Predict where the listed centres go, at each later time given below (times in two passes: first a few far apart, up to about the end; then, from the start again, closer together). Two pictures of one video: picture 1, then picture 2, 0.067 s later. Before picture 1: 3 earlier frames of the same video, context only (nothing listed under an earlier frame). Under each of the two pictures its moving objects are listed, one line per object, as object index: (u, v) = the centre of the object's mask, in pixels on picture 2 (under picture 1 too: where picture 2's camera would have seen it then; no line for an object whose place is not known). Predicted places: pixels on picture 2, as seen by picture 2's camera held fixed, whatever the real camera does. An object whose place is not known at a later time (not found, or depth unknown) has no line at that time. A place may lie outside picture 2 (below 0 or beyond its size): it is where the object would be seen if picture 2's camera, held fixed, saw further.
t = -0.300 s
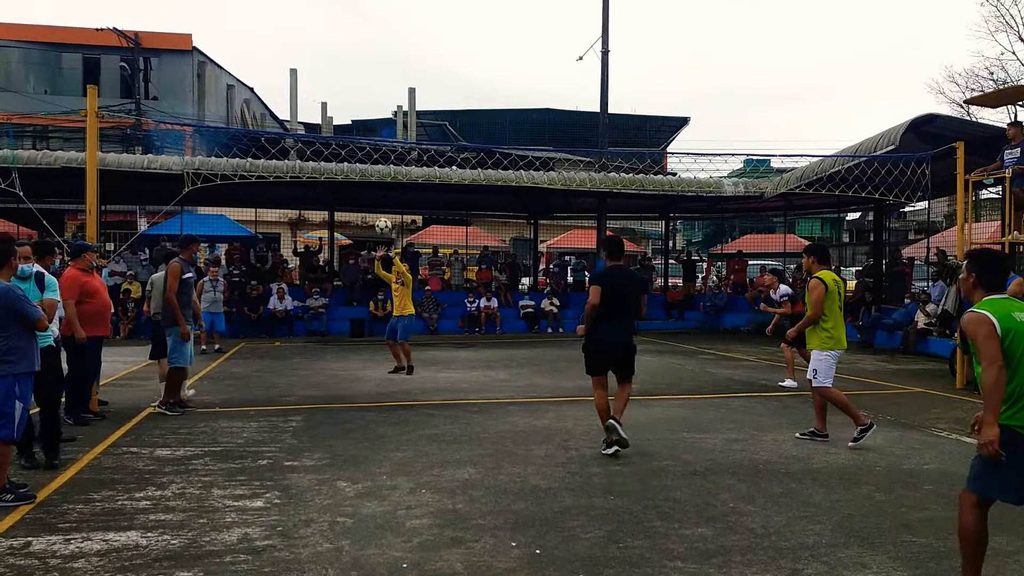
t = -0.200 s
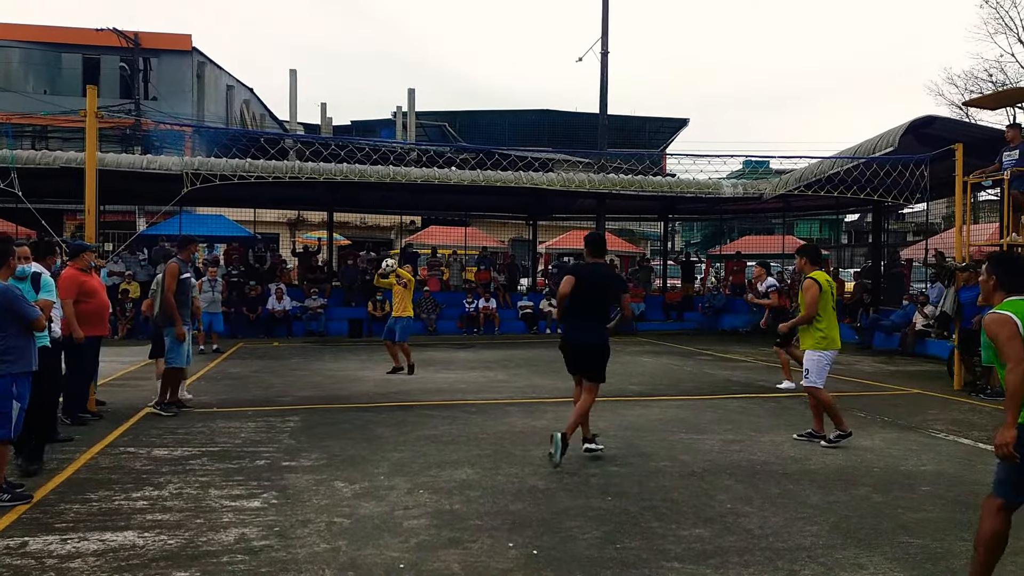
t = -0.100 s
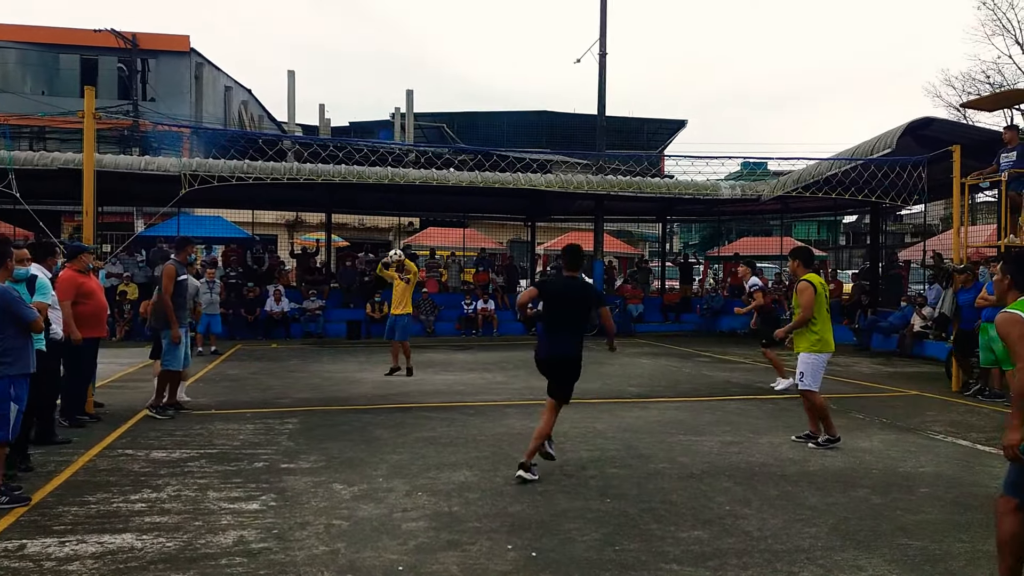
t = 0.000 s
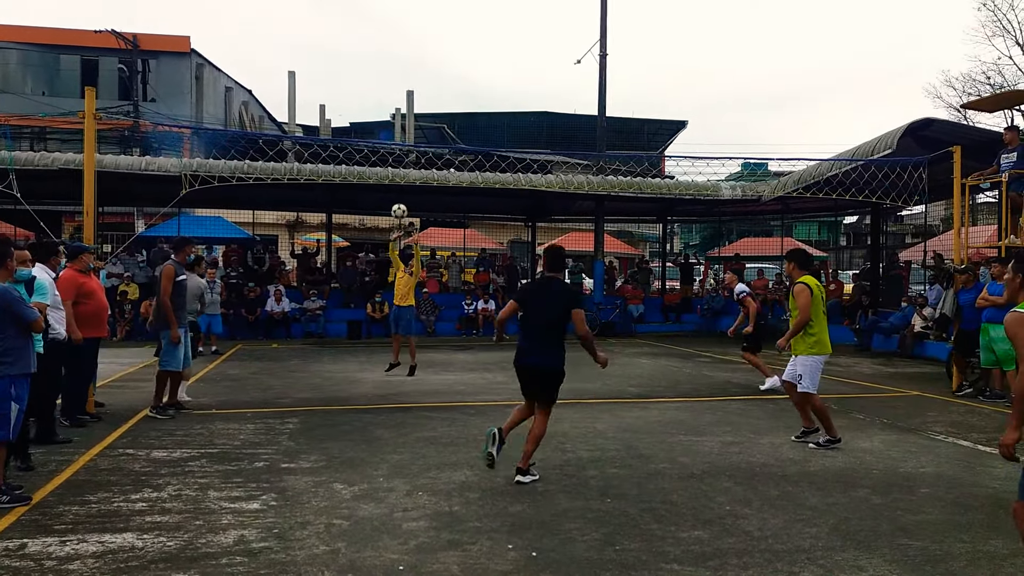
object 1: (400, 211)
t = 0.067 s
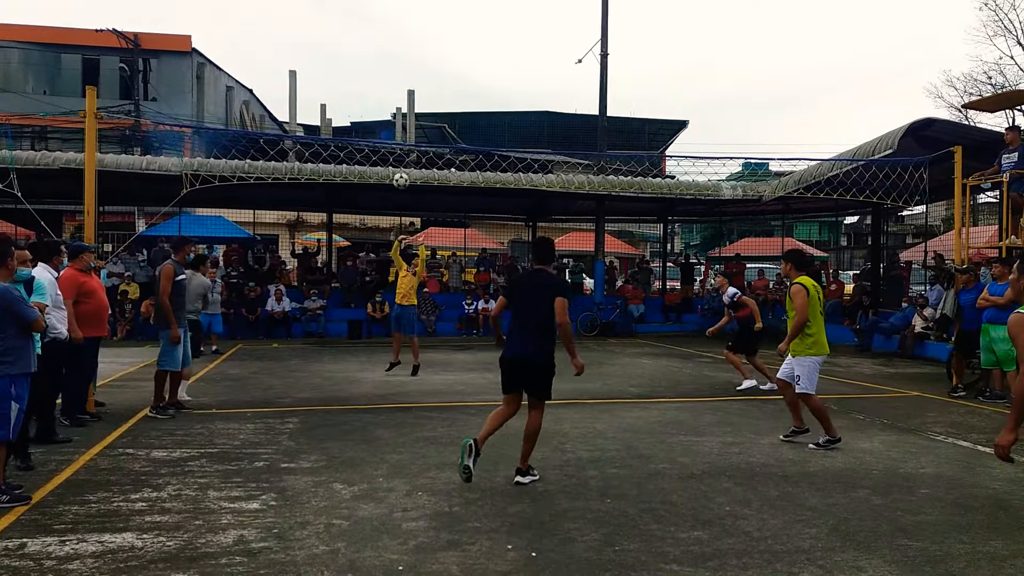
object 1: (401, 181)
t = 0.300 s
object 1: (405, 94)
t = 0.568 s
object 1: (411, 36)
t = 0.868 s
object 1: (419, 34)
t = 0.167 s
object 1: (402, 138)
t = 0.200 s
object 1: (403, 127)
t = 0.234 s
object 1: (403, 115)
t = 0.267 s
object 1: (404, 104)
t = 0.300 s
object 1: (405, 94)
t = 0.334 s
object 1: (406, 84)
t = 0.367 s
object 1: (406, 75)
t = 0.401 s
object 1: (407, 67)
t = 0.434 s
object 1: (408, 59)
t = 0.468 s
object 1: (409, 52)
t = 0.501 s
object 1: (409, 46)
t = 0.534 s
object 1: (410, 41)
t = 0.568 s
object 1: (411, 36)
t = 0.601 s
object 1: (412, 33)
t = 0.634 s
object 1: (413, 30)
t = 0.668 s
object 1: (414, 28)
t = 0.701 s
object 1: (414, 27)
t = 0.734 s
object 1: (415, 26)
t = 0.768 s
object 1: (416, 27)
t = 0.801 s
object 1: (417, 28)
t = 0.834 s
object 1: (418, 31)
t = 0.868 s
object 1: (419, 34)
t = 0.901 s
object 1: (419, 38)
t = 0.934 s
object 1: (421, 44)
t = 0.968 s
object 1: (422, 51)
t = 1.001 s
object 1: (422, 58)
